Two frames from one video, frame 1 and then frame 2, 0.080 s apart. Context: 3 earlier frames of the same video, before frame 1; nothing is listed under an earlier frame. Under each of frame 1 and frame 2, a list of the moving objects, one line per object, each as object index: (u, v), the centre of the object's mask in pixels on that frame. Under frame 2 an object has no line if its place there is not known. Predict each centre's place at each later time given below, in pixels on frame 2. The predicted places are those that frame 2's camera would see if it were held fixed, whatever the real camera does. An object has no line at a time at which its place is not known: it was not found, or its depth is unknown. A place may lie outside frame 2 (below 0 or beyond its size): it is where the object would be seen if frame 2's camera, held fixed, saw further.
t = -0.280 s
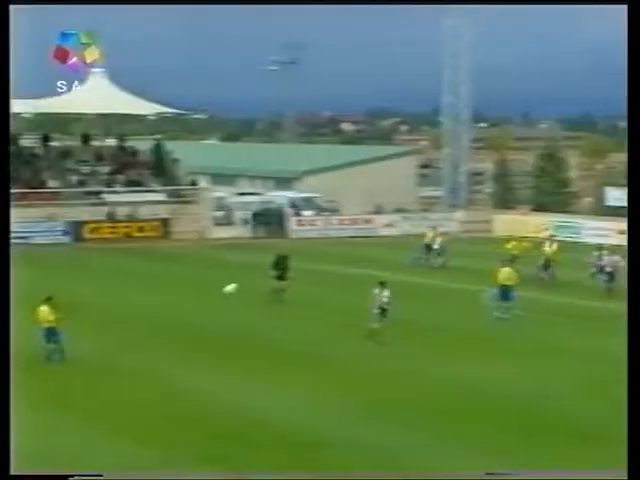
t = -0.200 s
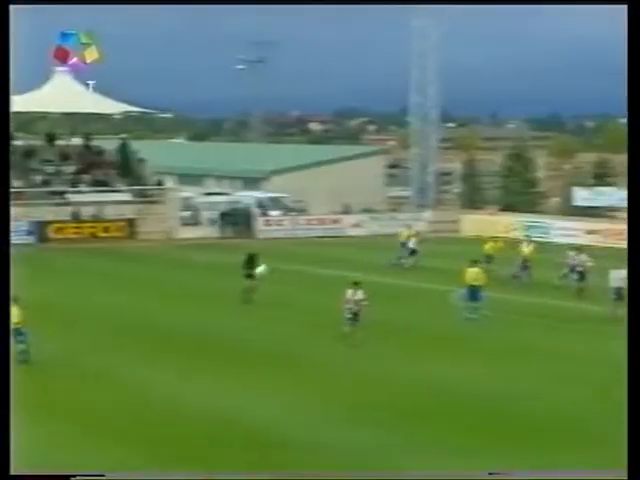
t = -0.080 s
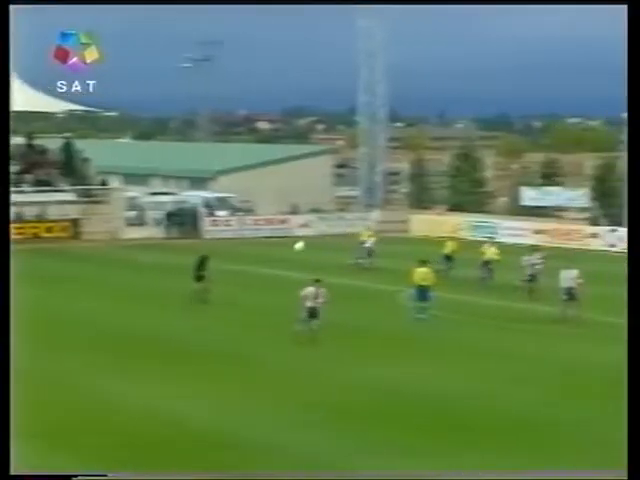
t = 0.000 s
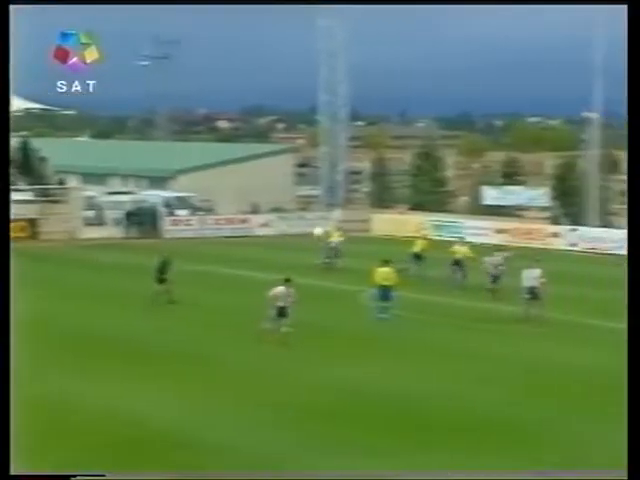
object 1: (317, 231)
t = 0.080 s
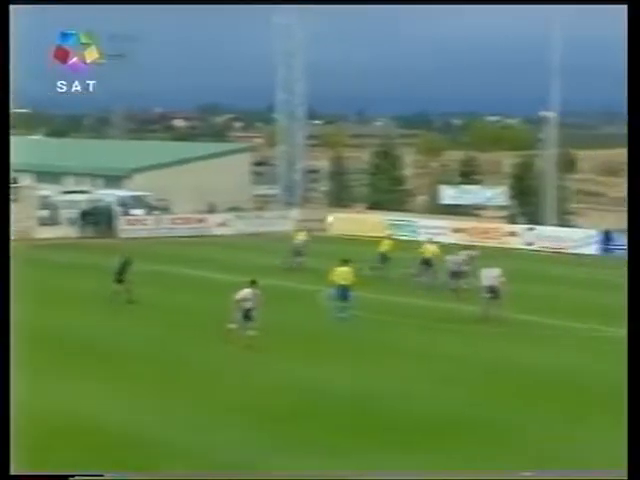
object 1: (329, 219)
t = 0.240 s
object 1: (436, 203)
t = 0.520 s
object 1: (610, 190)
